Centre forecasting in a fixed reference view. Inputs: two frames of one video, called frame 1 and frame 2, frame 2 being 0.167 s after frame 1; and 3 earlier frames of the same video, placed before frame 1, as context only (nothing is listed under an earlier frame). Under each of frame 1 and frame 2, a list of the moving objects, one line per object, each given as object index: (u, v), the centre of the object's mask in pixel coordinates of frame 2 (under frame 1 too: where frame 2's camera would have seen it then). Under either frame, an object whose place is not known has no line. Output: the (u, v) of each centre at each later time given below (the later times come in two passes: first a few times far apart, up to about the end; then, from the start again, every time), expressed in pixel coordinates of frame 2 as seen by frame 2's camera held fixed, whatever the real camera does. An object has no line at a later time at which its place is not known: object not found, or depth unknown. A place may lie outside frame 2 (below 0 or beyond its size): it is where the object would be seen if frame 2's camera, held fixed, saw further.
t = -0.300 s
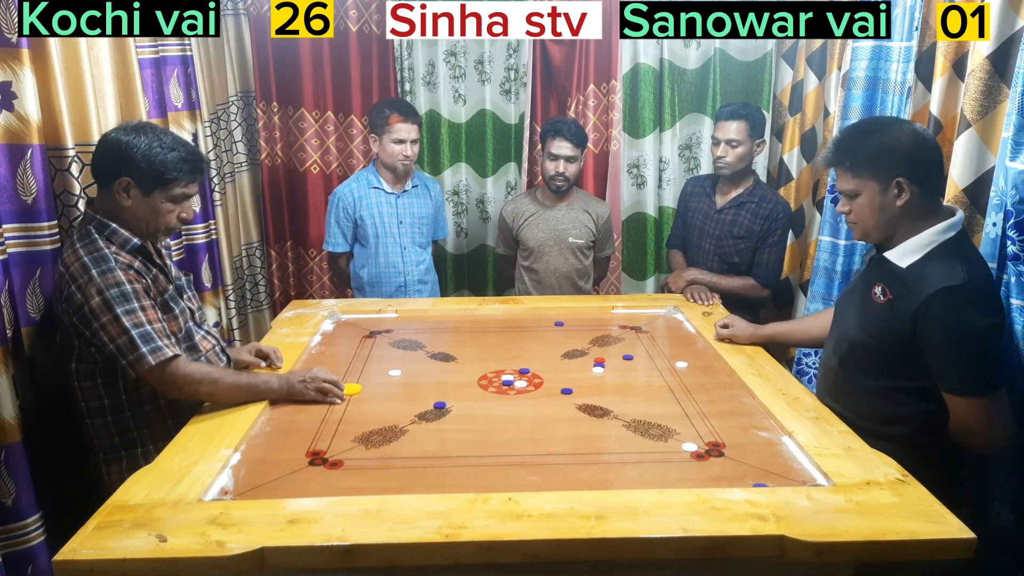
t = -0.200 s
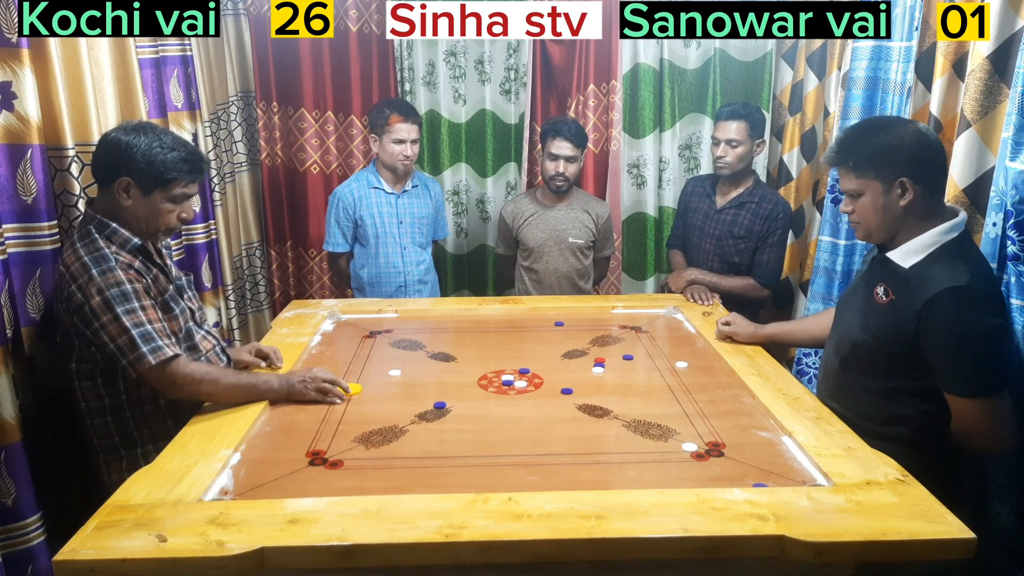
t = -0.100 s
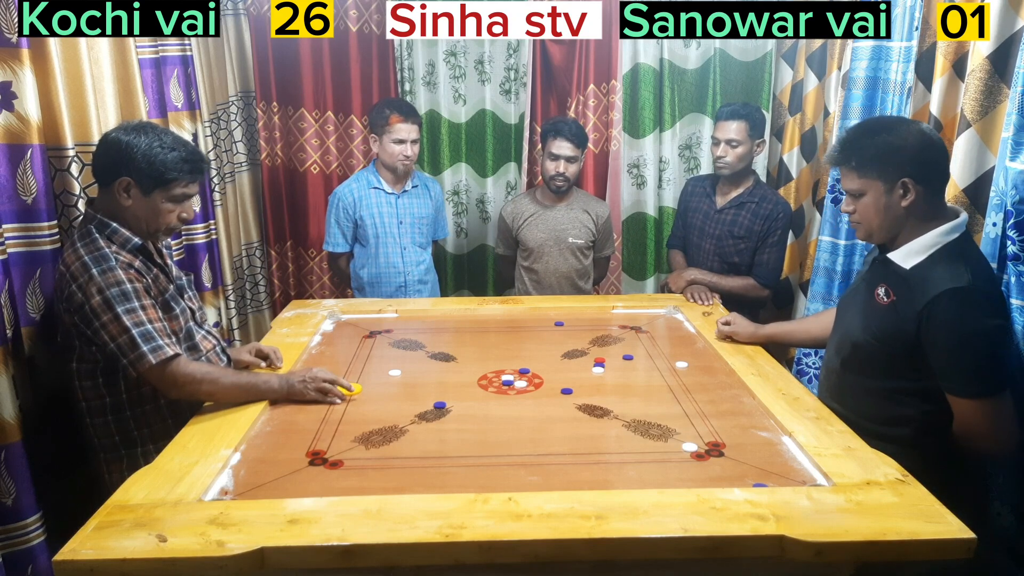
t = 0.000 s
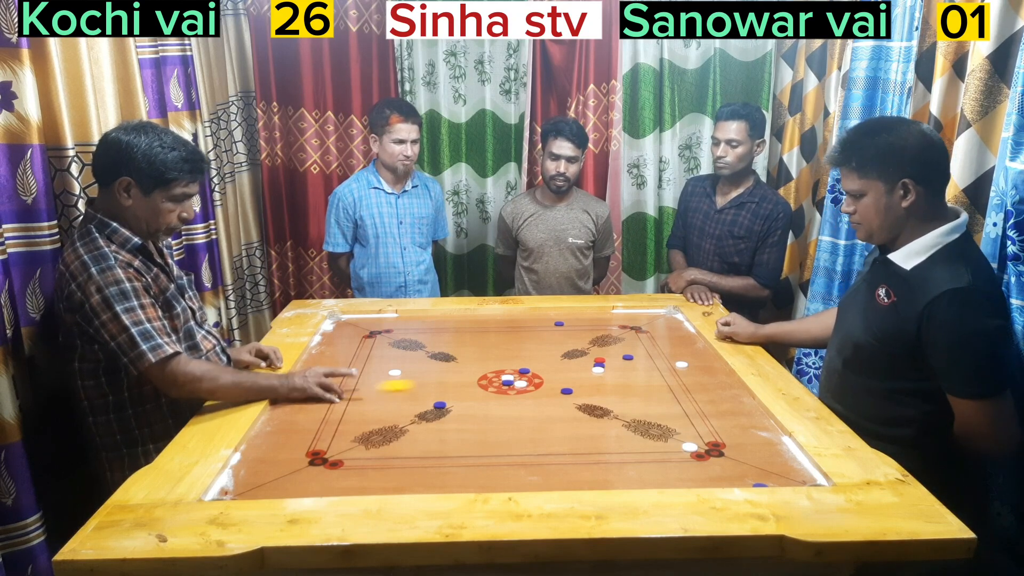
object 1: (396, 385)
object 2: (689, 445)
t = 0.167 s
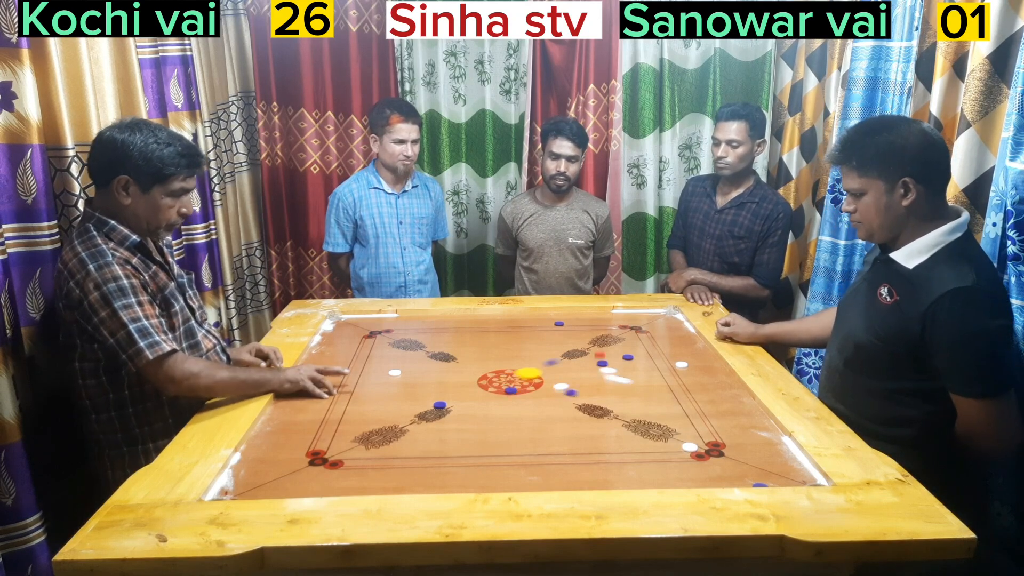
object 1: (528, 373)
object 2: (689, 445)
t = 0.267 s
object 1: (566, 369)
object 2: (690, 446)
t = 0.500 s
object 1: (631, 363)
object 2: (627, 468)
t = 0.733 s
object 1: (665, 361)
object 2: (479, 480)
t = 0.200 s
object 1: (541, 372)
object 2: (689, 445)
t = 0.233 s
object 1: (554, 370)
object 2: (690, 445)
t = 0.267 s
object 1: (566, 369)
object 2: (690, 446)
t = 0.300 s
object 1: (578, 368)
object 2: (690, 446)
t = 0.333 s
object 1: (589, 366)
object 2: (690, 446)
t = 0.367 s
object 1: (599, 365)
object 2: (689, 446)
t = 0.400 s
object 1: (609, 364)
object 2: (689, 447)
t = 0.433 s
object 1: (617, 364)
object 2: (671, 453)
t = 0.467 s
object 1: (624, 363)
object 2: (649, 461)
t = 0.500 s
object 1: (631, 363)
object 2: (627, 468)
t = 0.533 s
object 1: (638, 363)
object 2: (605, 475)
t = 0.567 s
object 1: (643, 362)
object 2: (582, 483)
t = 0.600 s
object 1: (648, 362)
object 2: (561, 488)
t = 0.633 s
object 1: (653, 362)
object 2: (536, 490)
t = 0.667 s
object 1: (658, 361)
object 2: (517, 487)
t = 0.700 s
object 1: (662, 361)
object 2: (498, 484)
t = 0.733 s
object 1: (665, 361)
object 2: (479, 480)
